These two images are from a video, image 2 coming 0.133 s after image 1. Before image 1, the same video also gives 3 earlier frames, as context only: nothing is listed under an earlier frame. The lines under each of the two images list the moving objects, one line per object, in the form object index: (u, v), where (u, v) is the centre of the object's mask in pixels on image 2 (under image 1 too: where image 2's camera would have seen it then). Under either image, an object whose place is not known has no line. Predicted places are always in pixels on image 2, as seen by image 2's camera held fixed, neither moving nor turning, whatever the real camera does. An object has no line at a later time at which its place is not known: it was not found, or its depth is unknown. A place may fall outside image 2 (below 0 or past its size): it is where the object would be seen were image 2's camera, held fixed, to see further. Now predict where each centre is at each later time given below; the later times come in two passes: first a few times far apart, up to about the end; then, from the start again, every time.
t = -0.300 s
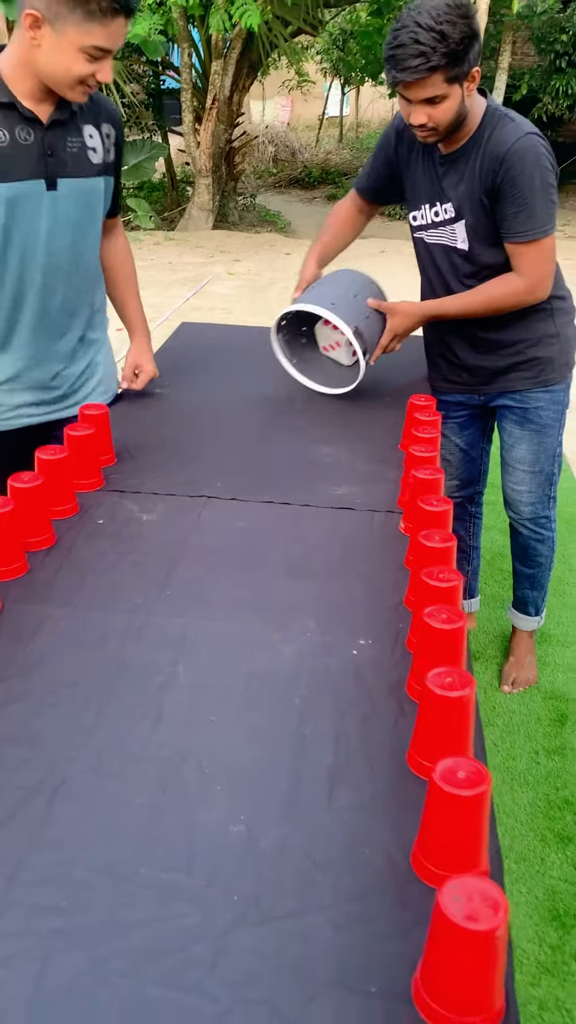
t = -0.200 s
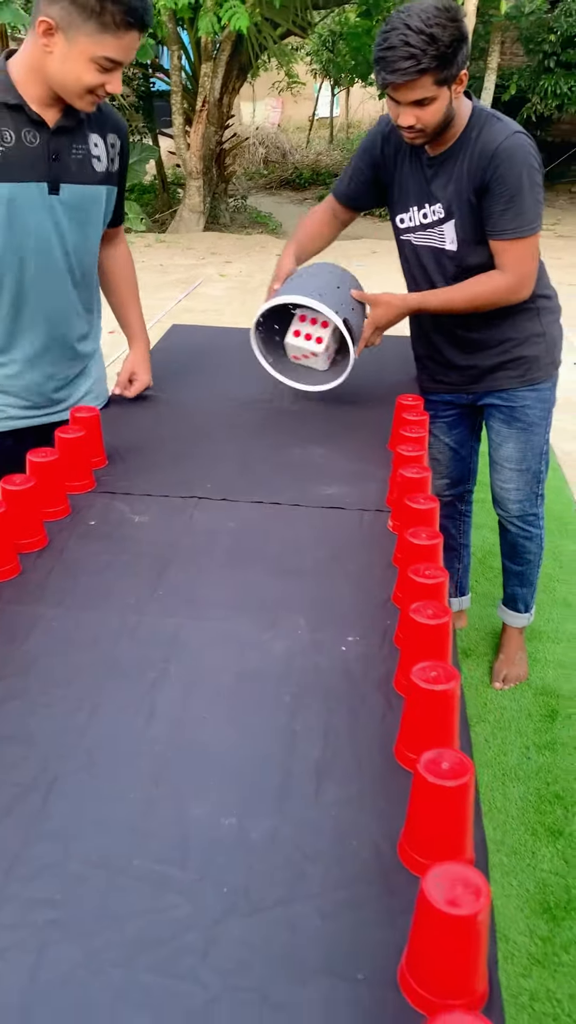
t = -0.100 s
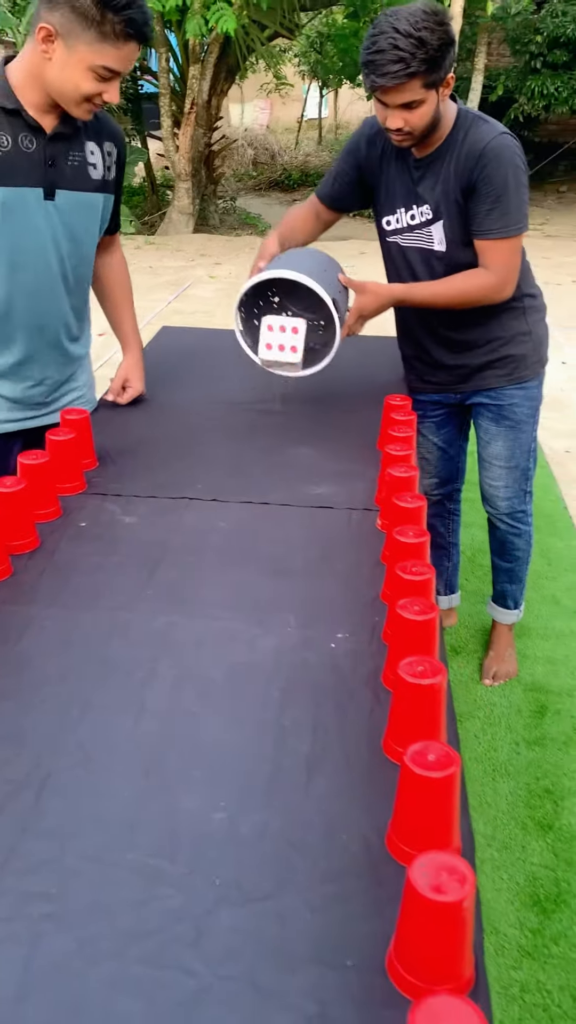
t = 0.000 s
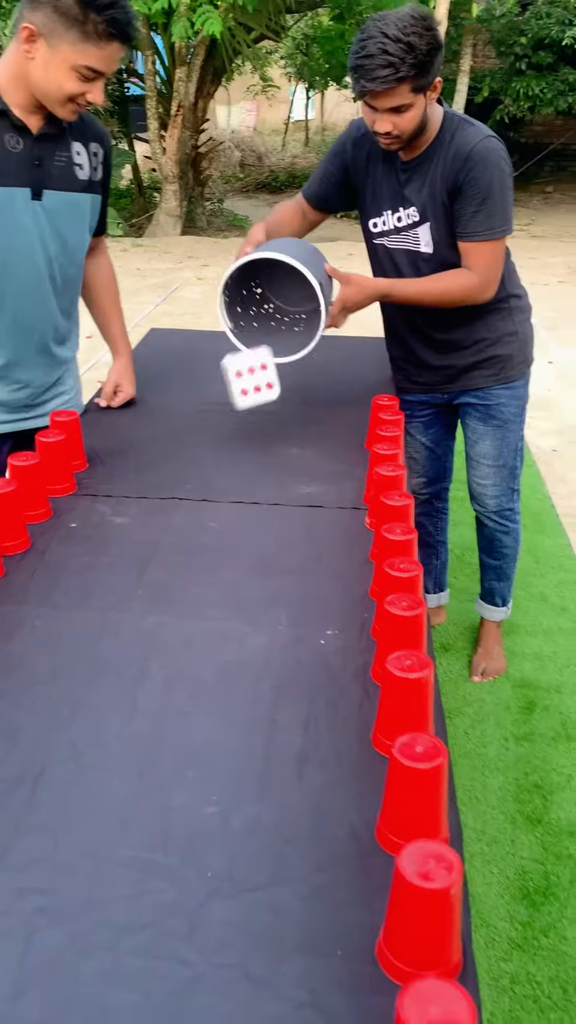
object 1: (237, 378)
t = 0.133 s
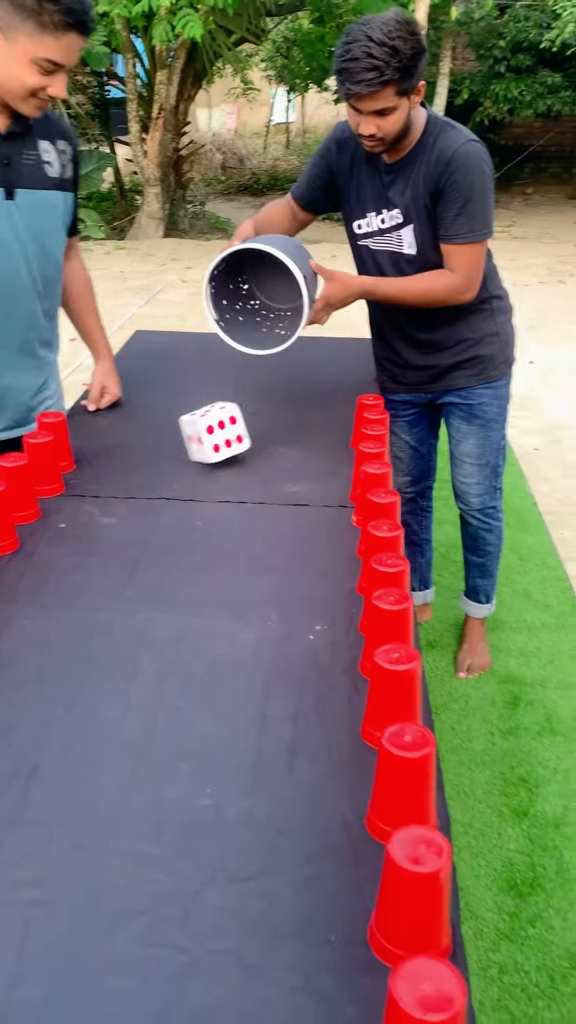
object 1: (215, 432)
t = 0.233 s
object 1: (207, 445)
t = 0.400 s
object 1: (208, 451)
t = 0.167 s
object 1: (212, 439)
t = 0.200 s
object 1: (210, 444)
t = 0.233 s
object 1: (207, 445)
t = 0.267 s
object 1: (206, 446)
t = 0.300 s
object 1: (206, 448)
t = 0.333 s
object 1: (207, 450)
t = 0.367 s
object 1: (208, 450)
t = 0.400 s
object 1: (208, 451)
